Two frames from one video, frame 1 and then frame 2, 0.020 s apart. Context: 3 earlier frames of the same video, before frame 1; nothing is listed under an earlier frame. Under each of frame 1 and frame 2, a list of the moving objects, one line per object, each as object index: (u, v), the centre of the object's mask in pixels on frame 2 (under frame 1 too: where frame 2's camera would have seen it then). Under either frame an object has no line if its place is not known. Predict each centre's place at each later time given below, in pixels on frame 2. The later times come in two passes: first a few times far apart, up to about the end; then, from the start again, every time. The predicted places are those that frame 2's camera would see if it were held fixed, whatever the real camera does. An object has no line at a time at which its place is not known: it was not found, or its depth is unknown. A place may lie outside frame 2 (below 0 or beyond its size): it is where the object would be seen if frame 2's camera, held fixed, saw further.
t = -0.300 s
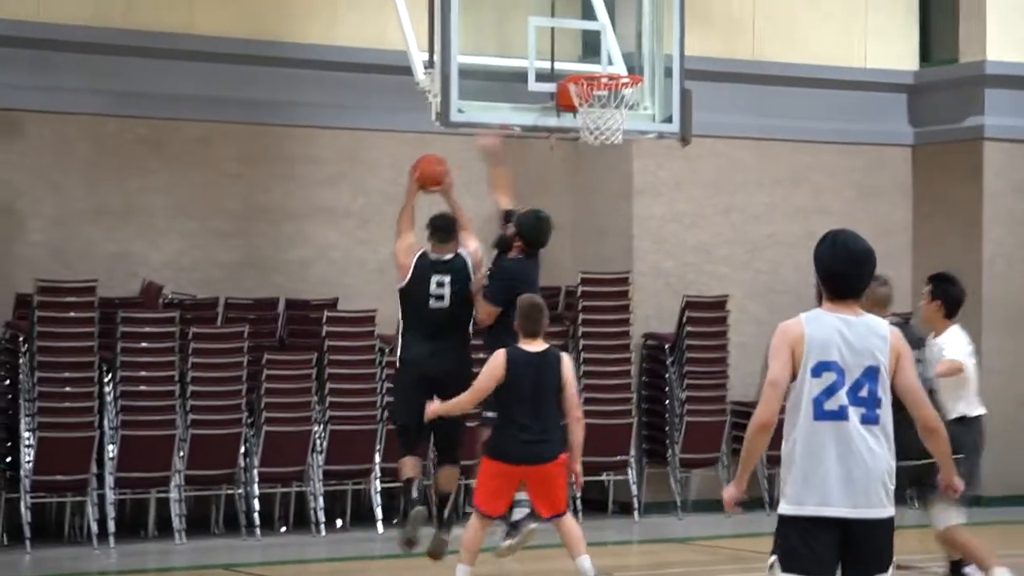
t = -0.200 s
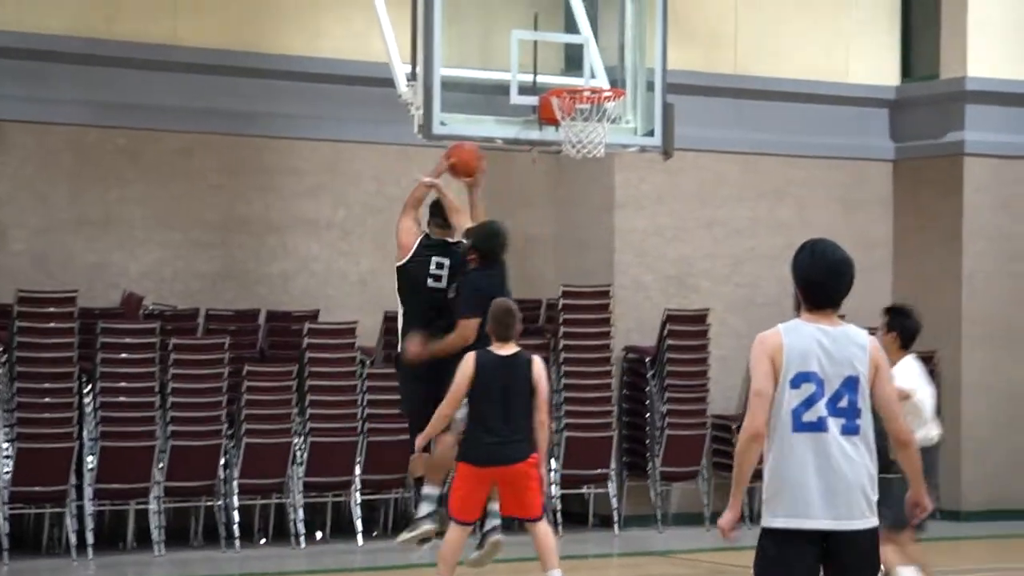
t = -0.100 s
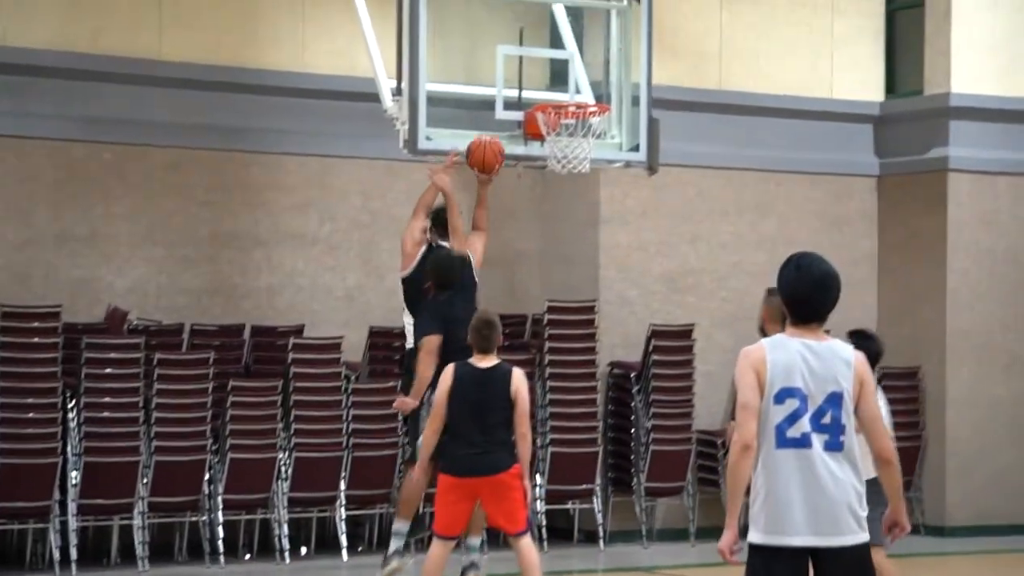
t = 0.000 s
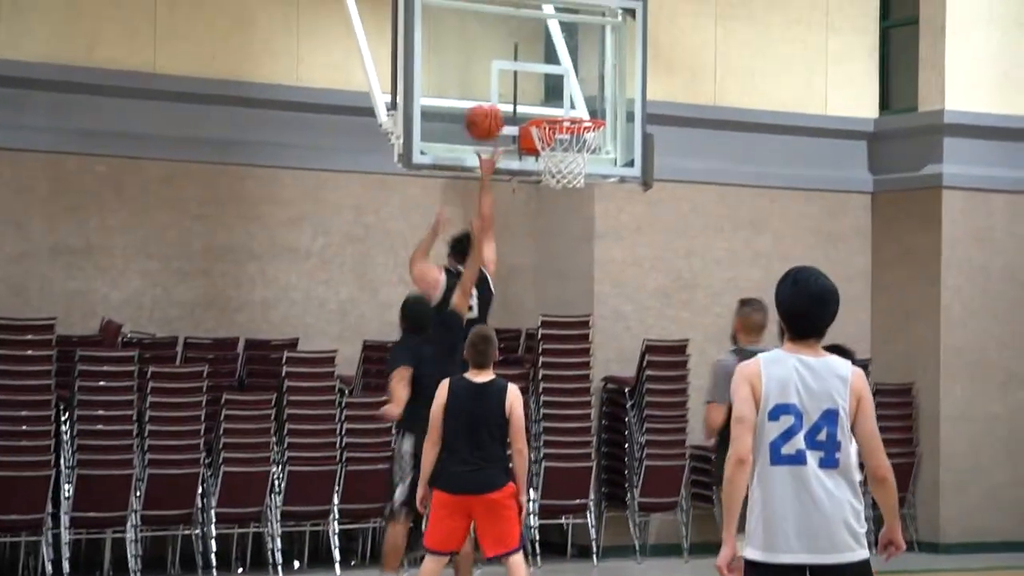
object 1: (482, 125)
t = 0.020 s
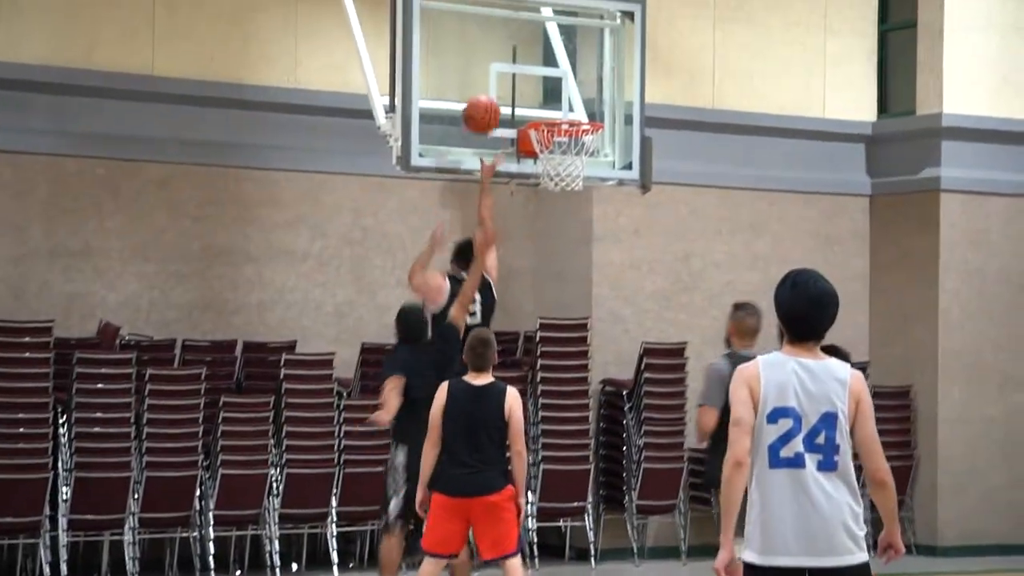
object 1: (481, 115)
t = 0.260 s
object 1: (502, 70)
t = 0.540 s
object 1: (533, 92)
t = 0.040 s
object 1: (481, 106)
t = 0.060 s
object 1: (480, 98)
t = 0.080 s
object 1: (479, 90)
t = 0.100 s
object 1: (478, 84)
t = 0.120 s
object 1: (478, 78)
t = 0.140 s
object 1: (478, 73)
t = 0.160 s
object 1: (482, 71)
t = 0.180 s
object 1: (486, 70)
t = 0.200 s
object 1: (490, 69)
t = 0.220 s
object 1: (494, 69)
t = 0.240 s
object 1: (498, 69)
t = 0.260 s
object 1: (502, 70)
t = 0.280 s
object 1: (506, 72)
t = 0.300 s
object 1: (510, 74)
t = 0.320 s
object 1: (514, 77)
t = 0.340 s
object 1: (518, 81)
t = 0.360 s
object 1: (522, 86)
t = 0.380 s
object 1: (526, 91)
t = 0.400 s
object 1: (530, 96)
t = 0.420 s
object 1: (534, 102)
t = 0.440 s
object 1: (536, 104)
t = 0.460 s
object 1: (535, 101)
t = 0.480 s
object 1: (535, 98)
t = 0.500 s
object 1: (534, 95)
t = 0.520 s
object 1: (534, 93)
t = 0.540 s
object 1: (533, 92)
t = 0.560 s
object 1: (533, 91)
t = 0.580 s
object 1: (533, 90)
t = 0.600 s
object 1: (532, 91)
